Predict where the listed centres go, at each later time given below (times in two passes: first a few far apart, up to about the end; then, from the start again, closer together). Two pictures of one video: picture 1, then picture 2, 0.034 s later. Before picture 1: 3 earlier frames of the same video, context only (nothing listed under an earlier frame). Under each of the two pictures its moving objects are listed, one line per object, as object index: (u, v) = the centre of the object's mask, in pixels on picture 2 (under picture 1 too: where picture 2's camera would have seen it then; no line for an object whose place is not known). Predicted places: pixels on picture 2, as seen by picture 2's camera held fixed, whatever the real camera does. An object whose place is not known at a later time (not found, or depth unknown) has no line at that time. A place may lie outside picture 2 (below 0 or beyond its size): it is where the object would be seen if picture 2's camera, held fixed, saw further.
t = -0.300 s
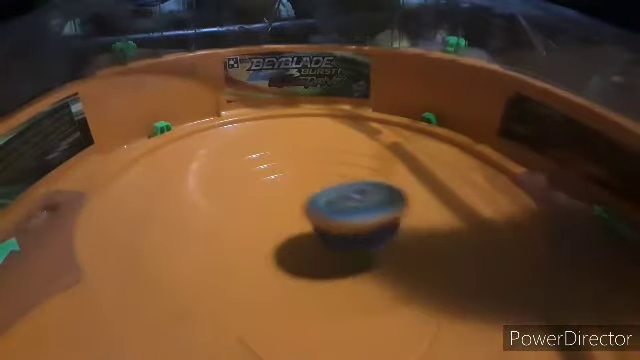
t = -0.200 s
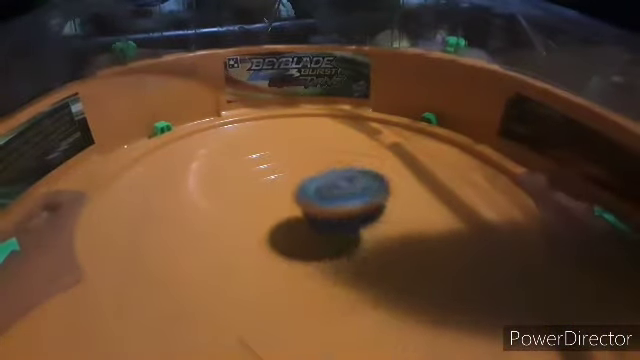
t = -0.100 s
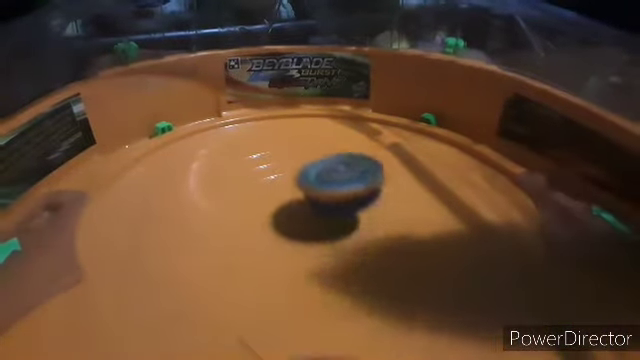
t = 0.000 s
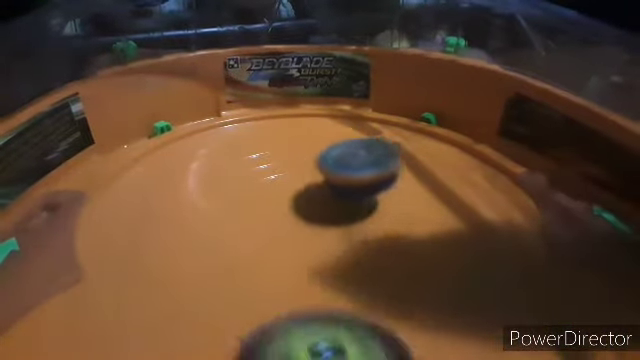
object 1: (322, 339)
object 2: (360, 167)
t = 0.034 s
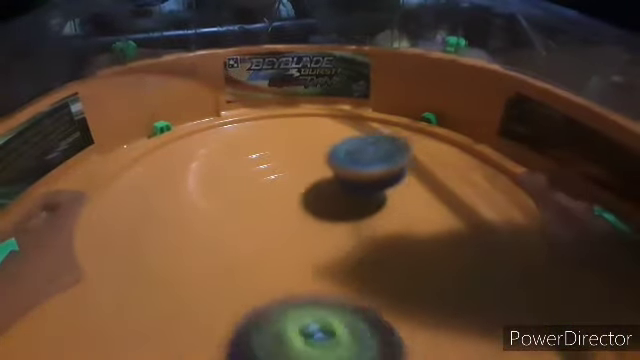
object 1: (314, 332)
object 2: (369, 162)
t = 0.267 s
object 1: (237, 250)
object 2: (401, 163)
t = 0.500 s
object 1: (247, 190)
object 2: (340, 174)
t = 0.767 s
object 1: (184, 171)
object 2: (339, 151)
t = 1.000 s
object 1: (232, 185)
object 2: (328, 164)
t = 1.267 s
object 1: (230, 188)
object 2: (379, 174)
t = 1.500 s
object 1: (234, 163)
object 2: (365, 207)
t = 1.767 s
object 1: (206, 174)
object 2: (291, 207)
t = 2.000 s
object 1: (198, 179)
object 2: (363, 201)
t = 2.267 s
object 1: (269, 188)
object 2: (404, 212)
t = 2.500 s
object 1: (313, 150)
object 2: (350, 194)
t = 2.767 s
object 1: (273, 130)
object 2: (340, 186)
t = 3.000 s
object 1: (241, 155)
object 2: (353, 191)
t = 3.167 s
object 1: (254, 181)
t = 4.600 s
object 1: (272, 185)
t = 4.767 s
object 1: (277, 201)
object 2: (376, 217)
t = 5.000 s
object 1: (250, 189)
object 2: (363, 200)
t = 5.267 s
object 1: (200, 199)
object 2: (388, 181)
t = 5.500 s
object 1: (271, 177)
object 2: (391, 168)
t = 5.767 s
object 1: (220, 192)
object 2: (391, 164)
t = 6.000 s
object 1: (234, 212)
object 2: (426, 136)
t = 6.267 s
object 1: (307, 227)
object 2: (437, 135)
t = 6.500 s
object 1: (239, 167)
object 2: (375, 165)
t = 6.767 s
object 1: (119, 195)
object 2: (271, 179)
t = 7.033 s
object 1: (200, 230)
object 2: (236, 164)
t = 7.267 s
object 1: (378, 203)
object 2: (252, 150)
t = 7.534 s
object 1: (495, 161)
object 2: (260, 126)
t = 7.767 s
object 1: (422, 140)
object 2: (287, 157)
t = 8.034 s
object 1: (319, 178)
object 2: (248, 221)
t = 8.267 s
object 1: (337, 182)
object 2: (206, 282)
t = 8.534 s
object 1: (287, 164)
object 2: (287, 317)
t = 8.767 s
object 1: (309, 202)
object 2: (379, 281)
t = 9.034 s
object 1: (364, 168)
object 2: (338, 216)
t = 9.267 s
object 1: (326, 150)
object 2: (224, 188)
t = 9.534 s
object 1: (300, 184)
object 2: (178, 166)
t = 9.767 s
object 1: (374, 205)
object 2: (215, 182)
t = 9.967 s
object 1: (388, 183)
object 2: (292, 206)
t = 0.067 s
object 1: (302, 325)
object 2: (378, 159)
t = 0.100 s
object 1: (295, 316)
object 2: (385, 157)
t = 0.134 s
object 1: (284, 305)
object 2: (390, 156)
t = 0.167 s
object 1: (271, 289)
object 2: (397, 157)
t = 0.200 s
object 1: (259, 274)
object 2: (401, 159)
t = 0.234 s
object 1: (244, 260)
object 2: (402, 161)
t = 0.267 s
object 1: (237, 250)
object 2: (401, 163)
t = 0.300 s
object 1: (236, 239)
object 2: (397, 167)
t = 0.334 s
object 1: (241, 230)
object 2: (390, 170)
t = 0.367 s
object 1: (247, 221)
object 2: (382, 172)
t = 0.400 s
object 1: (251, 210)
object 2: (373, 174)
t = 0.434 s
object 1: (252, 204)
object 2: (363, 175)
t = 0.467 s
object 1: (251, 196)
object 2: (351, 175)
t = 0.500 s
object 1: (247, 190)
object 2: (340, 174)
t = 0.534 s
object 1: (235, 182)
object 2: (335, 169)
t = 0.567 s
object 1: (222, 178)
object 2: (334, 164)
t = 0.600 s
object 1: (213, 173)
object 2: (334, 160)
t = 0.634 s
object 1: (203, 173)
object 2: (333, 157)
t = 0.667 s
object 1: (194, 171)
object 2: (334, 155)
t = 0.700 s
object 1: (189, 169)
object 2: (336, 152)
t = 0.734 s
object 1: (185, 170)
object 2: (338, 151)
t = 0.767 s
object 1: (184, 171)
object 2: (339, 151)
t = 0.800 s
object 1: (186, 174)
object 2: (340, 152)
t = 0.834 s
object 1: (189, 177)
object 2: (340, 153)
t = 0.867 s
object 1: (194, 180)
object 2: (339, 155)
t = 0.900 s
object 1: (201, 182)
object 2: (339, 158)
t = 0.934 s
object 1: (211, 184)
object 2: (337, 160)
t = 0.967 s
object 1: (221, 184)
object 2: (333, 162)
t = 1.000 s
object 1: (232, 185)
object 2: (328, 164)
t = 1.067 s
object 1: (220, 183)
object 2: (346, 160)
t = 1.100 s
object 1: (212, 183)
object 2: (358, 159)
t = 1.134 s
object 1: (210, 184)
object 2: (366, 160)
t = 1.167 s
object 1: (211, 185)
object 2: (373, 162)
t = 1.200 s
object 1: (215, 186)
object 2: (377, 166)
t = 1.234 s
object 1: (223, 187)
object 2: (379, 170)
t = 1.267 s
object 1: (230, 188)
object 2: (379, 174)
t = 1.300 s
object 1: (238, 187)
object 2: (377, 179)
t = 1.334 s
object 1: (246, 187)
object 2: (370, 185)
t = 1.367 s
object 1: (254, 185)
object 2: (362, 190)
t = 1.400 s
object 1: (262, 182)
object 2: (352, 194)
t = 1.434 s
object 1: (254, 176)
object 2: (358, 200)
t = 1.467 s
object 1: (243, 168)
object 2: (364, 204)
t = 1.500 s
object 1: (234, 163)
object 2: (365, 207)
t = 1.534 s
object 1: (226, 161)
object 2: (362, 209)
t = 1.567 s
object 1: (218, 158)
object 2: (354, 211)
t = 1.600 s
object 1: (211, 157)
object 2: (345, 213)
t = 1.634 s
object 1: (204, 158)
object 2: (334, 214)
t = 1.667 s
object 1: (200, 161)
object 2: (322, 214)
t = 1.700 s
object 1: (199, 165)
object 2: (310, 213)
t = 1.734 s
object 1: (201, 168)
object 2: (300, 210)
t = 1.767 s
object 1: (206, 174)
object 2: (291, 207)
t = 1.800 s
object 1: (209, 176)
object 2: (291, 206)
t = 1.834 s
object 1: (211, 176)
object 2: (295, 205)
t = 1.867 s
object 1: (213, 178)
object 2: (301, 204)
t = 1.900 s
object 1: (213, 178)
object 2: (312, 203)
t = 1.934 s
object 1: (205, 178)
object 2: (331, 202)
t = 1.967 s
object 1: (199, 178)
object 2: (348, 202)
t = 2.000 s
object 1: (198, 179)
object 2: (363, 201)
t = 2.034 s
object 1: (199, 182)
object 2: (375, 203)
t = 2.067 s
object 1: (203, 184)
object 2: (385, 204)
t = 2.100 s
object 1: (209, 186)
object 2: (395, 204)
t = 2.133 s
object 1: (217, 188)
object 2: (401, 206)
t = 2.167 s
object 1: (228, 190)
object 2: (405, 208)
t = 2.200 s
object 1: (242, 190)
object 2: (407, 210)
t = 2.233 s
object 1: (255, 189)
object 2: (407, 211)
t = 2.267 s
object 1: (269, 188)
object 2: (404, 212)
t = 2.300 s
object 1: (282, 185)
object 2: (398, 213)
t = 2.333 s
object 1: (292, 182)
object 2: (391, 212)
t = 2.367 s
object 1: (301, 176)
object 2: (383, 211)
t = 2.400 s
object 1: (306, 169)
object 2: (374, 208)
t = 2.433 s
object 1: (310, 162)
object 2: (364, 205)
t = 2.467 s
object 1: (313, 155)
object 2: (356, 200)
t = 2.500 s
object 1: (313, 150)
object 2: (350, 194)
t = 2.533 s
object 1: (310, 144)
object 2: (343, 189)
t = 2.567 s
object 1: (307, 140)
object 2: (340, 187)
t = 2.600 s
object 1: (304, 137)
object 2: (341, 188)
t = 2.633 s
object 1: (298, 129)
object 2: (341, 188)
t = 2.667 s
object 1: (293, 130)
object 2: (341, 188)
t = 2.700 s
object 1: (286, 127)
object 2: (341, 187)
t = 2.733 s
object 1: (280, 129)
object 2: (341, 187)
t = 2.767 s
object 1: (273, 130)
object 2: (340, 186)
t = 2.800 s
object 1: (268, 135)
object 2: (338, 186)
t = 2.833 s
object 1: (263, 140)
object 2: (336, 186)
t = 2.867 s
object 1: (260, 146)
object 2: (333, 185)
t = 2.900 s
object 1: (258, 150)
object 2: (330, 184)
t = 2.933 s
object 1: (255, 154)
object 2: (333, 184)
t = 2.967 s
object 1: (246, 153)
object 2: (345, 188)
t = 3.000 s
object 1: (241, 155)
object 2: (353, 191)
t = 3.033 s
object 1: (239, 159)
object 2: (357, 195)
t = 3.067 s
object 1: (239, 164)
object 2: (359, 199)
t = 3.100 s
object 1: (241, 170)
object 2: (358, 203)
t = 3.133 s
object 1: (245, 175)
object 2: (354, 207)
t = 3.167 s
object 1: (254, 181)
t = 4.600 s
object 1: (272, 185)
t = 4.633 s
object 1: (269, 188)
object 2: (443, 216)
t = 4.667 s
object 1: (269, 191)
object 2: (429, 219)
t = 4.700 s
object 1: (270, 195)
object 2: (414, 219)
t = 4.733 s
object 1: (272, 198)
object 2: (395, 219)
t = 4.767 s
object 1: (277, 201)
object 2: (376, 217)
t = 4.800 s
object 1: (272, 200)
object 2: (372, 215)
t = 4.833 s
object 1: (267, 197)
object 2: (373, 214)
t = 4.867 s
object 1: (262, 195)
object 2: (370, 212)
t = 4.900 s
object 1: (260, 194)
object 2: (366, 210)
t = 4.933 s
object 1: (259, 193)
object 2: (362, 207)
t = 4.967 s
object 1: (259, 192)
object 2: (358, 203)
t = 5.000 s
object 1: (250, 189)
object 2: (363, 200)
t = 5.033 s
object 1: (235, 186)
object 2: (372, 196)
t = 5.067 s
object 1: (220, 184)
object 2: (379, 194)
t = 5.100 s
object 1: (206, 182)
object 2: (384, 190)
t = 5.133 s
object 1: (196, 183)
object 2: (387, 188)
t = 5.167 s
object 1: (190, 185)
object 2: (388, 187)
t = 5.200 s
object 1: (189, 189)
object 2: (388, 185)
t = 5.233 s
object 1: (192, 194)
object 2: (388, 183)
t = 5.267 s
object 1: (200, 199)
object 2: (388, 181)
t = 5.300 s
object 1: (215, 200)
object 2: (387, 180)
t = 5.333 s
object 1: (232, 202)
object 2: (385, 179)
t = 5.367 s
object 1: (247, 202)
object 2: (382, 177)
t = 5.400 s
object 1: (265, 198)
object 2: (379, 176)
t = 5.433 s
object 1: (282, 195)
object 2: (376, 175)
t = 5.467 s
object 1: (281, 187)
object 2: (382, 172)
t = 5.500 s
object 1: (271, 177)
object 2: (391, 168)
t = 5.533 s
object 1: (259, 172)
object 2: (396, 165)
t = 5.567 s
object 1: (245, 168)
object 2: (399, 164)
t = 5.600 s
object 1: (230, 167)
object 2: (400, 163)
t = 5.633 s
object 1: (216, 168)
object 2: (400, 163)
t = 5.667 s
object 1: (205, 172)
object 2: (400, 163)
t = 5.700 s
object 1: (203, 177)
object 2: (398, 163)
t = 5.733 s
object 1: (207, 185)
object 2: (394, 164)
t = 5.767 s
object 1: (220, 192)
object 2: (391, 164)
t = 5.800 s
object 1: (238, 197)
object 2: (386, 164)
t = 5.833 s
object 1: (261, 200)
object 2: (378, 165)
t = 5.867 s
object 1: (280, 198)
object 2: (370, 166)
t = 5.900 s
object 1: (277, 200)
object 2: (377, 160)
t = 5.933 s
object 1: (260, 204)
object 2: (401, 148)
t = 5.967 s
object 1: (245, 206)
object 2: (416, 140)
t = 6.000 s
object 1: (234, 212)
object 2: (426, 136)
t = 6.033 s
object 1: (227, 218)
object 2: (434, 132)
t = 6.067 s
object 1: (227, 225)
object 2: (441, 128)
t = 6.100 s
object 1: (232, 234)
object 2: (443, 127)
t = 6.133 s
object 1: (245, 238)
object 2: (443, 128)
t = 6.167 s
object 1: (262, 240)
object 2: (444, 128)
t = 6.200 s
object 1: (280, 238)
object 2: (443, 131)
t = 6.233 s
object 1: (296, 234)
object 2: (440, 133)
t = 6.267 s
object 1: (307, 227)
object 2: (437, 135)
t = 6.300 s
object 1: (315, 218)
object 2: (431, 139)
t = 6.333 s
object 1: (317, 210)
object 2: (422, 145)
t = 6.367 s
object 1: (313, 198)
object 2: (411, 150)
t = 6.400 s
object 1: (308, 189)
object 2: (396, 158)
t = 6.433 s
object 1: (290, 178)
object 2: (384, 161)
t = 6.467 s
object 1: (264, 172)
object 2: (381, 163)
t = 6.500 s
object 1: (239, 167)
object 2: (375, 165)
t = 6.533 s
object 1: (219, 164)
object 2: (367, 167)
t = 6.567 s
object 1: (194, 166)
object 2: (354, 170)
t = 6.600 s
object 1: (175, 166)
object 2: (342, 173)
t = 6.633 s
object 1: (157, 169)
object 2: (328, 175)
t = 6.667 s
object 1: (141, 176)
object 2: (314, 177)
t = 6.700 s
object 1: (128, 182)
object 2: (299, 178)
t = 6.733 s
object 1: (118, 190)
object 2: (285, 179)
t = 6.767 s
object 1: (119, 195)
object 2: (271, 179)
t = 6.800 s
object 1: (123, 202)
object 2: (259, 179)
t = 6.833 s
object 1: (128, 205)
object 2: (246, 178)
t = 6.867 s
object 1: (134, 205)
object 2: (237, 177)
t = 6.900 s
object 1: (138, 206)
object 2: (231, 175)
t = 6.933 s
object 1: (144, 210)
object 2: (232, 170)
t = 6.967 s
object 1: (154, 216)
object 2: (232, 169)
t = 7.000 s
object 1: (175, 225)
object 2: (233, 166)
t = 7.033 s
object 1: (200, 230)
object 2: (236, 164)
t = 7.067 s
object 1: (230, 233)
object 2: (238, 165)
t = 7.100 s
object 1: (260, 230)
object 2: (243, 162)
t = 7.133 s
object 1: (287, 226)
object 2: (248, 162)
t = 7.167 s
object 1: (309, 219)
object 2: (253, 162)
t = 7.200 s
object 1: (326, 210)
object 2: (260, 162)
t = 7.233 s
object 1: (346, 202)
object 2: (261, 161)
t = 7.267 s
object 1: (378, 203)
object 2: (252, 150)
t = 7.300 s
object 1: (409, 200)
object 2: (247, 141)
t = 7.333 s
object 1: (430, 197)
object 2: (245, 135)
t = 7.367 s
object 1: (446, 191)
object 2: (245, 132)
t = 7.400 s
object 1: (460, 184)
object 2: (247, 130)
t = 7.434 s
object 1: (471, 177)
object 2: (251, 128)
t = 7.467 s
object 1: (483, 169)
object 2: (254, 126)
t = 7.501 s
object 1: (491, 165)
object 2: (257, 126)
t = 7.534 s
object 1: (495, 161)
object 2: (260, 126)
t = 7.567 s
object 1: (495, 156)
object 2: (264, 127)
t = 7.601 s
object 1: (489, 149)
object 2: (268, 129)
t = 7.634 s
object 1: (481, 145)
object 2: (272, 133)
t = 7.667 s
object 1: (469, 140)
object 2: (276, 138)
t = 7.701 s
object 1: (454, 138)
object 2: (280, 144)
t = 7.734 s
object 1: (439, 138)
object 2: (283, 150)
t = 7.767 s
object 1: (422, 140)
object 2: (287, 157)
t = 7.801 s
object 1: (402, 144)
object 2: (290, 164)
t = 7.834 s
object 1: (382, 149)
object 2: (293, 172)
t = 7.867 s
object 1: (368, 153)
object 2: (291, 180)
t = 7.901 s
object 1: (361, 153)
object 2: (280, 192)
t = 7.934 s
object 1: (350, 159)
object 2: (270, 201)
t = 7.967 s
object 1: (338, 164)
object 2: (262, 210)
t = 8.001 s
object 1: (328, 171)
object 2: (255, 214)
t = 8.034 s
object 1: (319, 178)
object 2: (248, 221)
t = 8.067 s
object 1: (314, 186)
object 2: (244, 225)
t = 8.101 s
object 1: (312, 194)
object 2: (240, 229)
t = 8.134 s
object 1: (311, 200)
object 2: (232, 236)
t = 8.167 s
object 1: (321, 197)
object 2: (217, 247)
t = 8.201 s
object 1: (329, 192)
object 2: (210, 258)
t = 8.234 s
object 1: (334, 187)
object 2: (206, 271)
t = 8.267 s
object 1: (337, 182)
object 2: (206, 282)
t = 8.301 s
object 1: (337, 173)
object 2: (211, 290)
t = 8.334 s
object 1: (334, 167)
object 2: (218, 298)
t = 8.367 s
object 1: (328, 163)
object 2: (226, 307)
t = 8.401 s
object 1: (321, 160)
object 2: (234, 312)
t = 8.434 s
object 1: (313, 159)
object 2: (245, 316)
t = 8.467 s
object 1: (303, 159)
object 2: (257, 318)
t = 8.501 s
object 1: (294, 161)
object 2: (272, 318)
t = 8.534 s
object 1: (287, 164)
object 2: (287, 317)
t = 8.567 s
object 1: (281, 168)
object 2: (301, 314)
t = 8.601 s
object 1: (278, 174)
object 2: (316, 312)
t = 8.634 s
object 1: (276, 182)
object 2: (331, 308)
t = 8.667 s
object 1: (279, 187)
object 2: (344, 305)
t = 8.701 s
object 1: (285, 193)
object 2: (357, 301)
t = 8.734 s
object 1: (295, 199)
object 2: (370, 289)
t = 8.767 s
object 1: (309, 202)
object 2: (379, 281)
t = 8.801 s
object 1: (325, 204)
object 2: (387, 271)
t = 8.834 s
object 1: (339, 200)
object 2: (390, 265)
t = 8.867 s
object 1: (350, 195)
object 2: (392, 256)
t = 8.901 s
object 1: (357, 190)
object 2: (390, 245)
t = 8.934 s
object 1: (362, 184)
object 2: (382, 238)
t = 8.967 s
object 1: (365, 179)
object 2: (369, 233)
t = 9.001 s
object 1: (363, 172)
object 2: (355, 224)
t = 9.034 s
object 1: (364, 168)
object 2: (338, 216)
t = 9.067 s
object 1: (364, 165)
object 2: (322, 212)
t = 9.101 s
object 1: (358, 164)
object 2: (307, 208)
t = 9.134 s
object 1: (351, 161)
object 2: (294, 199)
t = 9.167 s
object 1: (344, 160)
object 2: (279, 197)
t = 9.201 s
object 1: (337, 156)
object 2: (256, 194)
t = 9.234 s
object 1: (333, 153)
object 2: (239, 191)
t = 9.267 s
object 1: (326, 150)
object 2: (224, 188)
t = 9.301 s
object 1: (321, 149)
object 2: (211, 183)
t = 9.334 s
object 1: (314, 152)
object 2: (199, 178)
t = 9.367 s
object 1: (309, 152)
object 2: (190, 175)
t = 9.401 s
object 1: (303, 155)
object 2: (183, 172)
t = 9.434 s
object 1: (298, 162)
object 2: (179, 171)
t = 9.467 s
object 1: (296, 171)
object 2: (178, 168)
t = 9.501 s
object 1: (297, 178)
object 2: (179, 167)
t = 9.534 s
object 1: (300, 184)
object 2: (178, 166)
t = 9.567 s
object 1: (306, 189)
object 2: (179, 165)
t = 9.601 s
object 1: (315, 197)
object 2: (180, 166)
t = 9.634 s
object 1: (324, 201)
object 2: (183, 170)
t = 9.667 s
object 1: (337, 204)
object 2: (188, 172)
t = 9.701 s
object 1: (349, 207)
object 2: (195, 173)
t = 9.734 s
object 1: (363, 208)
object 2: (205, 176)
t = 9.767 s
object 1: (374, 205)
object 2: (215, 182)
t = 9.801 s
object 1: (384, 203)
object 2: (228, 188)
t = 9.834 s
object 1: (392, 199)
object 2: (242, 193)
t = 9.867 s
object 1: (395, 193)
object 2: (256, 198)
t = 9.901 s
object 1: (393, 190)
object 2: (271, 201)
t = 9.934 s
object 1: (388, 187)
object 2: (288, 204)
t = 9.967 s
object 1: (388, 183)
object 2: (292, 206)
